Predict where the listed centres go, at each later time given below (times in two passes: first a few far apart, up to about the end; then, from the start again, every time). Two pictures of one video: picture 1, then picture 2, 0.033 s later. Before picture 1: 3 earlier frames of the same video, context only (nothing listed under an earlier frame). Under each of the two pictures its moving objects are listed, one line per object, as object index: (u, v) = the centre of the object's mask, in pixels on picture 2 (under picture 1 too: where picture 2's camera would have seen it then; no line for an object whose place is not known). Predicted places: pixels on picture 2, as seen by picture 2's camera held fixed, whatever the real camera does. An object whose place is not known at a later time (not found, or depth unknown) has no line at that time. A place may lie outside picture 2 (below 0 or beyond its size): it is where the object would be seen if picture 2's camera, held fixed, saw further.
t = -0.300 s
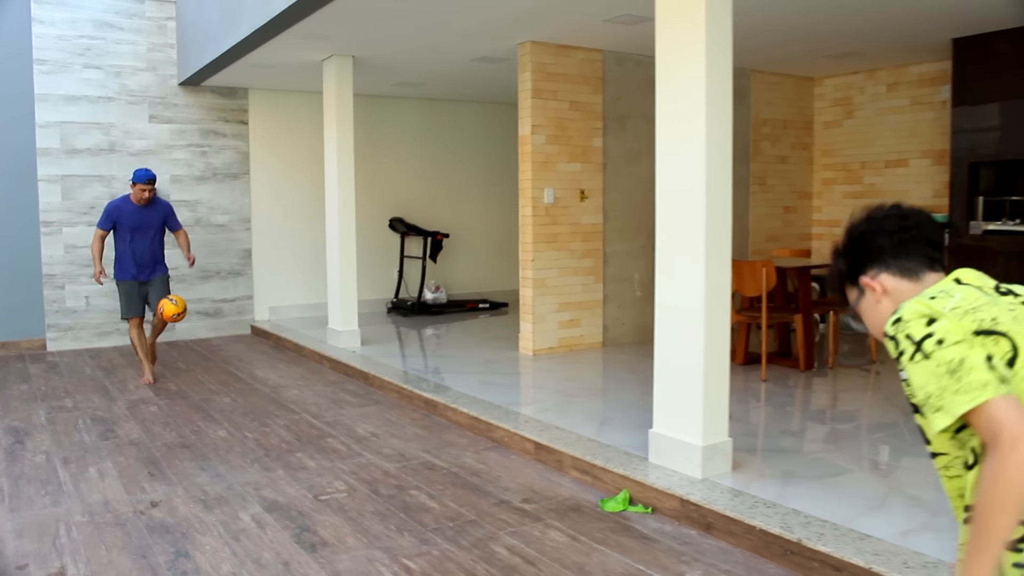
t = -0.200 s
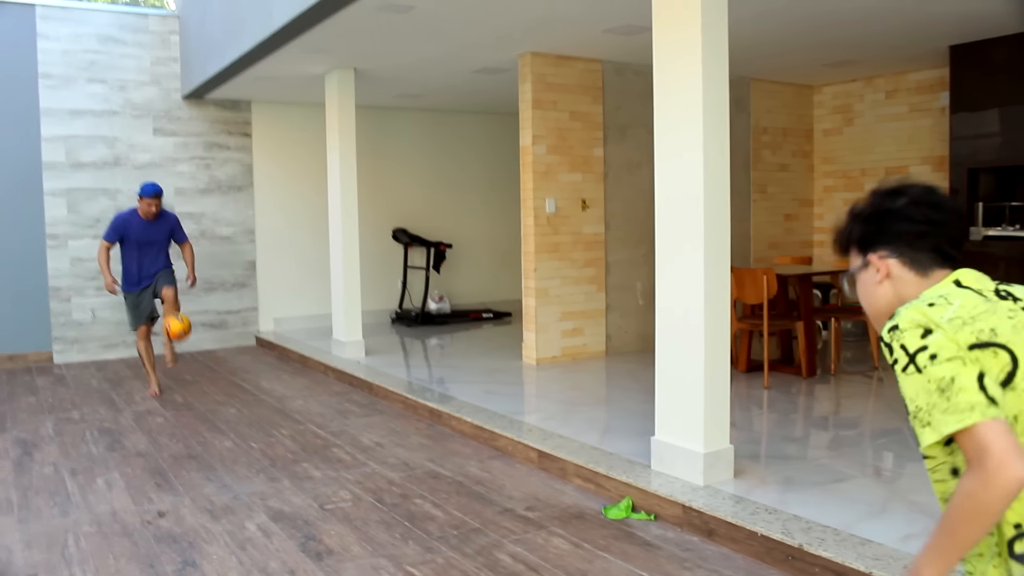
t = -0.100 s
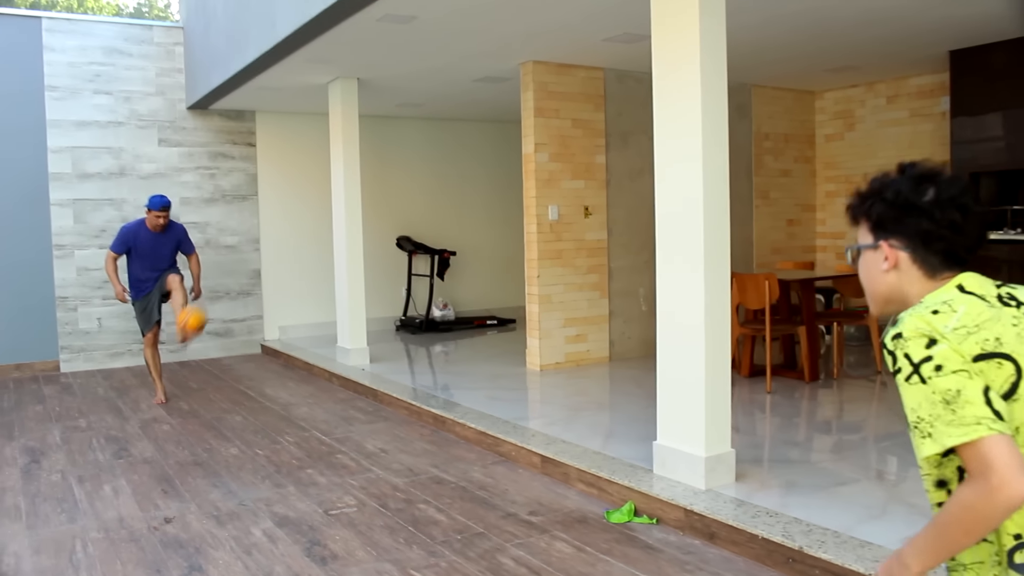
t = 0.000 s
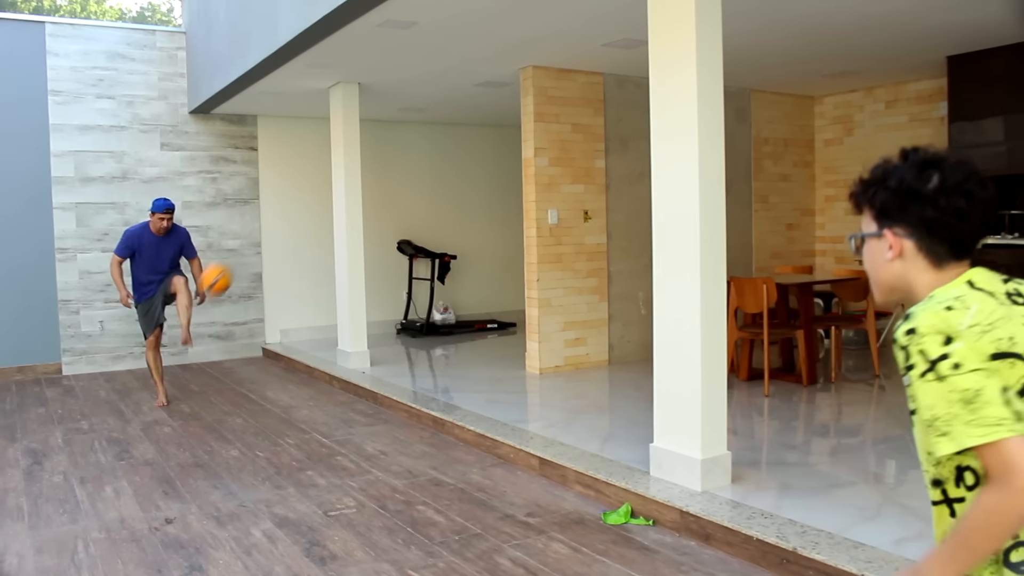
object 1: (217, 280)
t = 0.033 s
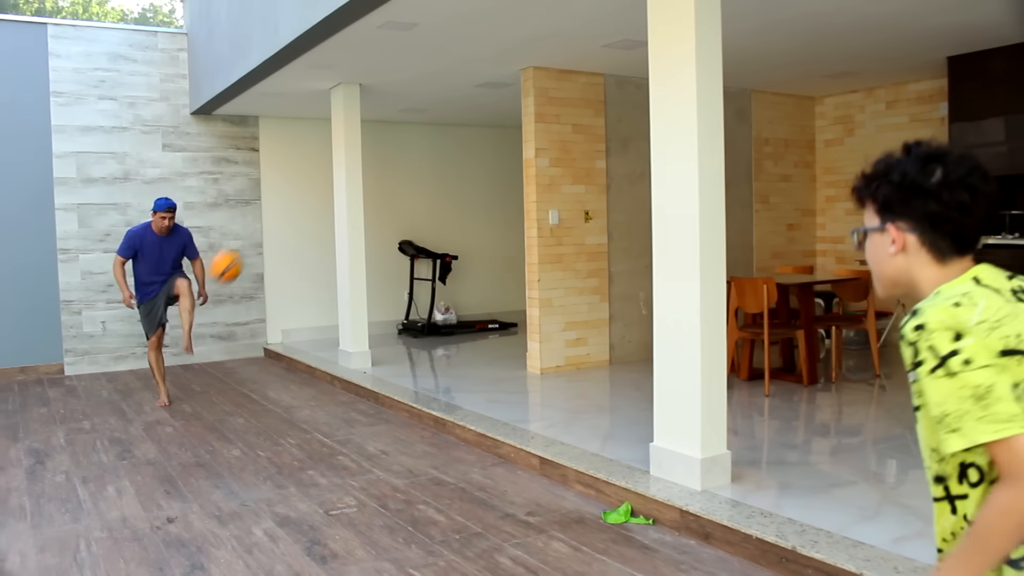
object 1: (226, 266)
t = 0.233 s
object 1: (288, 208)
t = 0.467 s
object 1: (406, 217)
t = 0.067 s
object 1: (235, 254)
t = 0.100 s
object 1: (244, 242)
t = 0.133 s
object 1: (254, 231)
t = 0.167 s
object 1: (264, 222)
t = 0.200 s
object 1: (276, 215)
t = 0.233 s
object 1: (288, 208)
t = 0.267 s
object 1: (301, 203)
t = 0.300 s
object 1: (314, 199)
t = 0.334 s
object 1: (329, 197)
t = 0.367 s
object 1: (348, 198)
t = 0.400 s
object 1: (368, 202)
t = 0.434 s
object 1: (387, 208)
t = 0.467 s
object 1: (406, 217)
